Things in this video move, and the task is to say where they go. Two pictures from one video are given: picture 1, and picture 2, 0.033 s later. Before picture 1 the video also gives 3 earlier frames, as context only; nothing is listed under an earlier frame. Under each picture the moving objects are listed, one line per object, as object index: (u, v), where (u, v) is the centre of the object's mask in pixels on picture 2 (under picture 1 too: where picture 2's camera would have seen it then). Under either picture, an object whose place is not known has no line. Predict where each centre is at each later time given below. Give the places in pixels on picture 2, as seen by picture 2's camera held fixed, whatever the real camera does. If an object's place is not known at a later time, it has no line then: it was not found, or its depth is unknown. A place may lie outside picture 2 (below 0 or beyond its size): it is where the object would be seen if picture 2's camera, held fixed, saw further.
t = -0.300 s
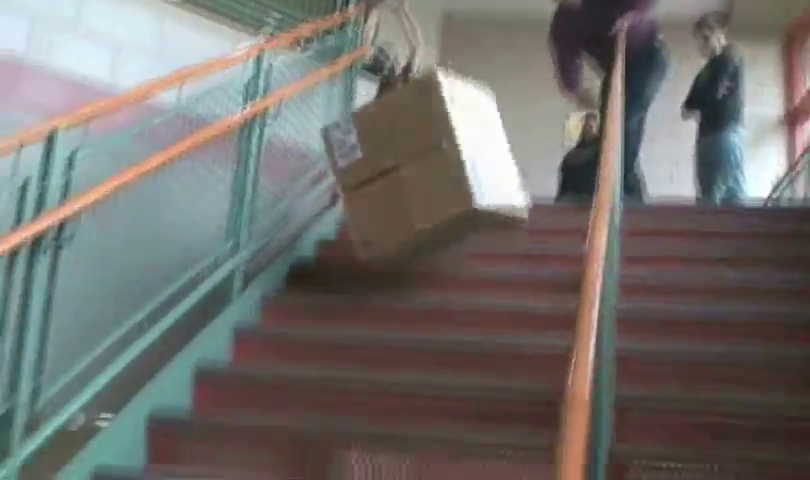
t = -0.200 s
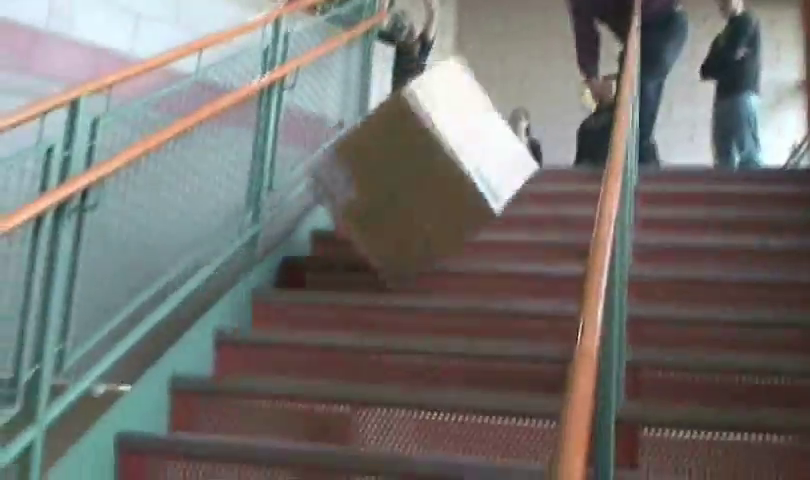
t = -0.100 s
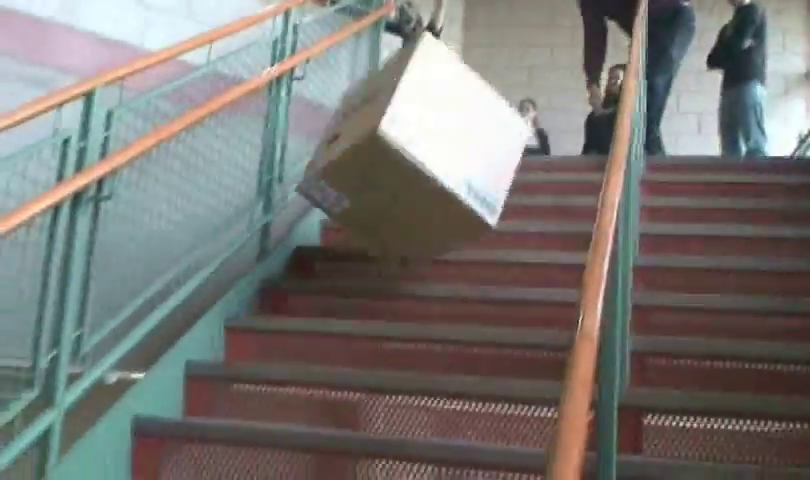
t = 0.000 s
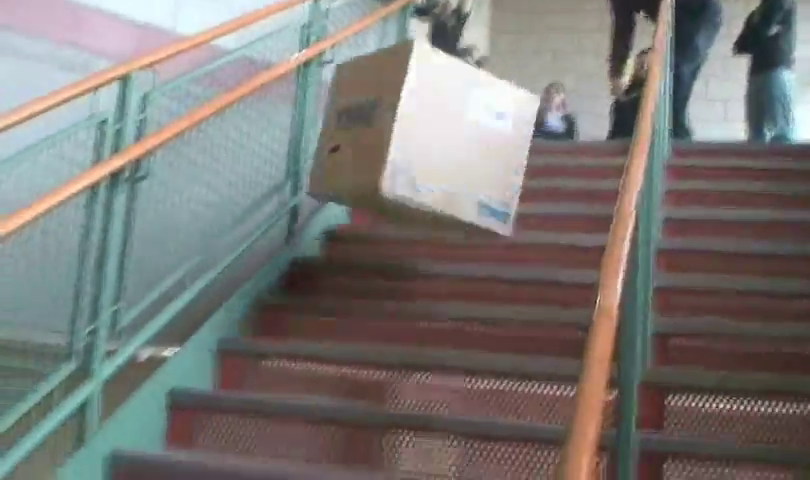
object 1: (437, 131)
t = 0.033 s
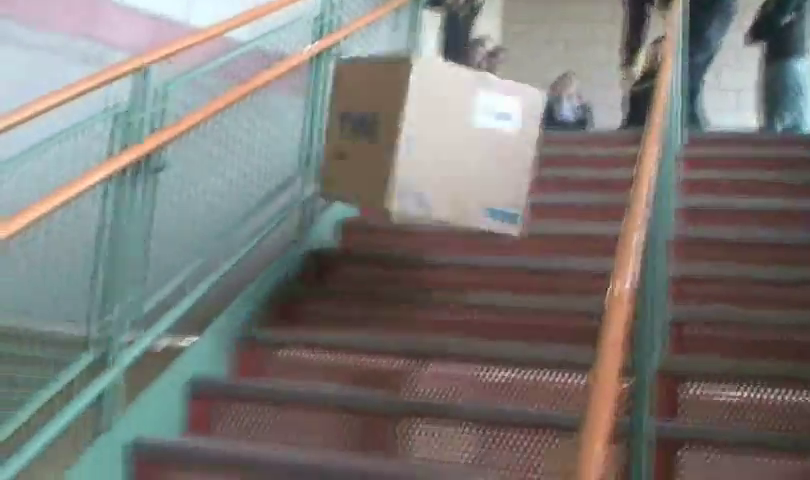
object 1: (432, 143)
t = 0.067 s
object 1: (423, 161)
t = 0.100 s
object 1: (416, 174)
